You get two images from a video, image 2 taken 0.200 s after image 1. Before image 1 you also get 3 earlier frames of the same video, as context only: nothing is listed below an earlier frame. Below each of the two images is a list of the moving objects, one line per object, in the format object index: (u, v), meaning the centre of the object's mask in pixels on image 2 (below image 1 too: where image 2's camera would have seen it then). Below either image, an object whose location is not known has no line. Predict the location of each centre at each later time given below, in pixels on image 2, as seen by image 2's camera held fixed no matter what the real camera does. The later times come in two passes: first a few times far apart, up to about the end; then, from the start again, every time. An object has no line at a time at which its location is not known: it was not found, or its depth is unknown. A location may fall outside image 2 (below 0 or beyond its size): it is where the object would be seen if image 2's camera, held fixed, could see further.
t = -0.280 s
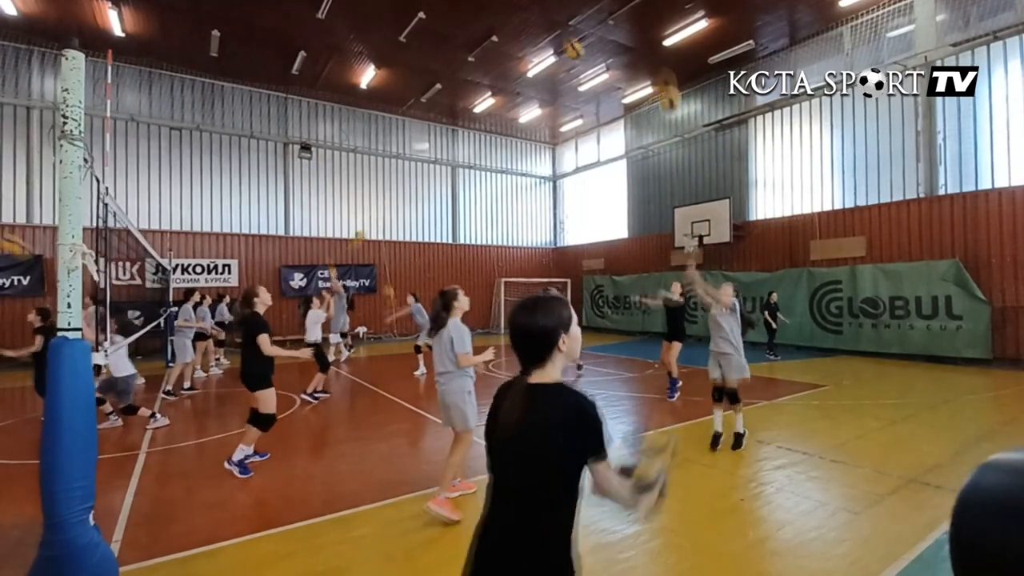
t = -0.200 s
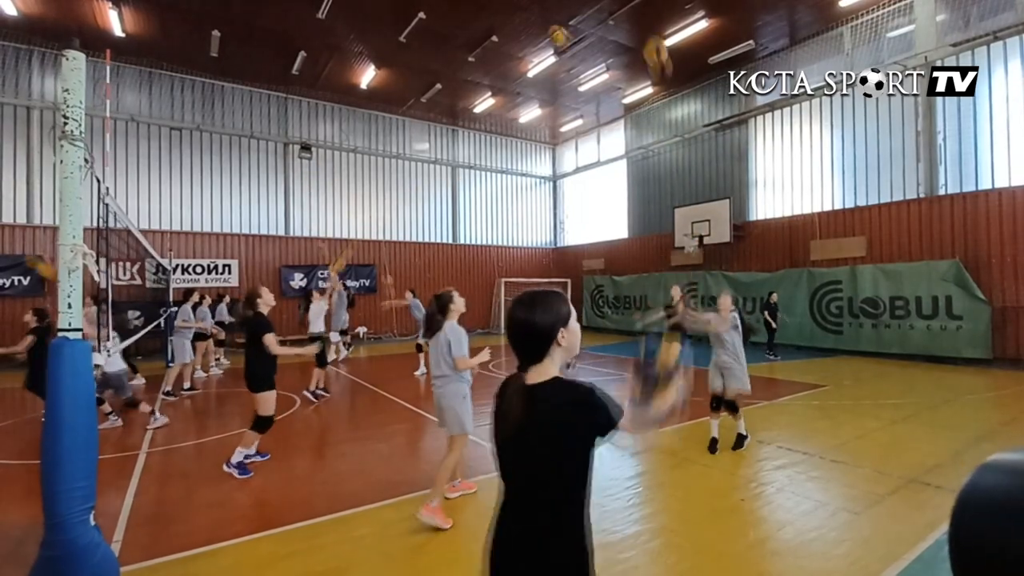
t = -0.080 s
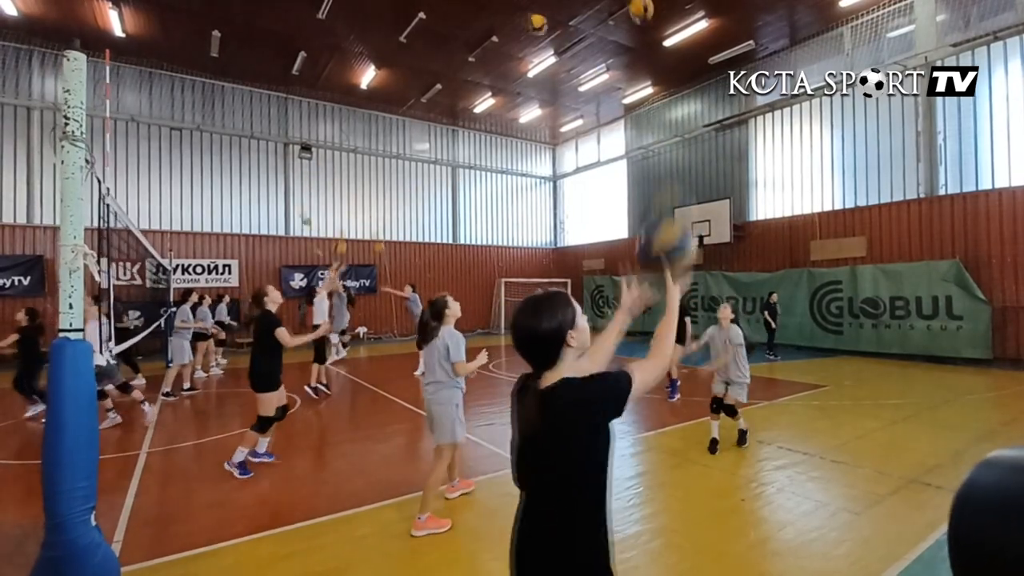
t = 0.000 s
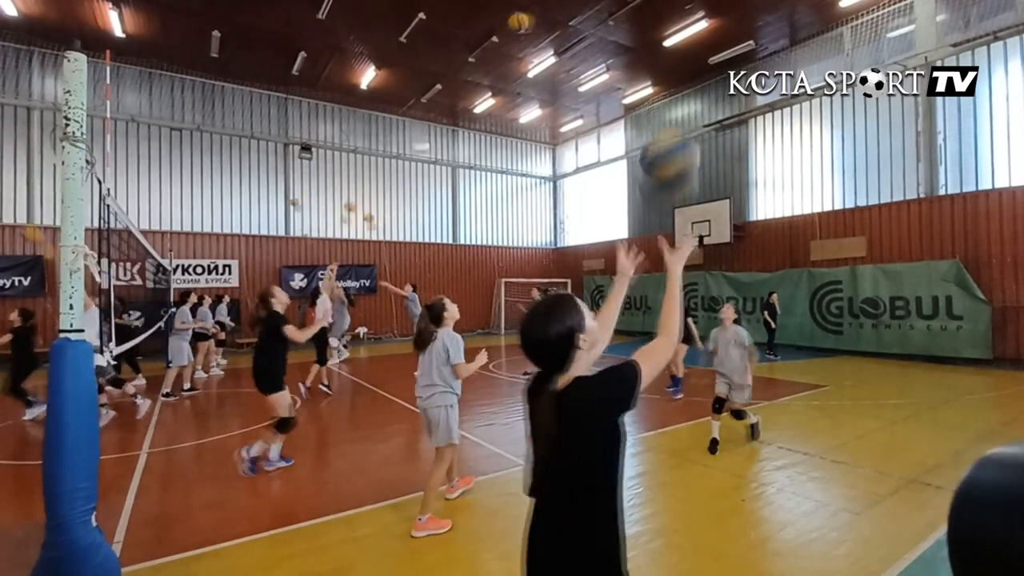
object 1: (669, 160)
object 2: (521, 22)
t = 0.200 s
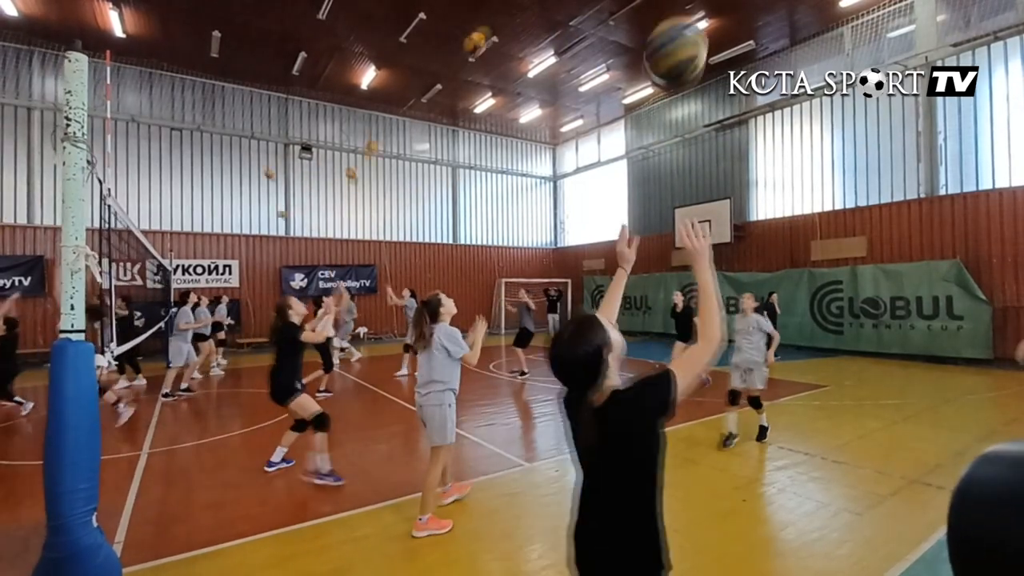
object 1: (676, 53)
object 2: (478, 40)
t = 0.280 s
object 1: (679, 37)
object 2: (461, 60)
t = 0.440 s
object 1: (686, 57)
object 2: (420, 122)
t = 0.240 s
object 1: (677, 42)
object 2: (468, 50)
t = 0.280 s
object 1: (679, 37)
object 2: (461, 60)
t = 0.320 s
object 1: (681, 35)
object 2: (450, 73)
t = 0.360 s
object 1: (683, 37)
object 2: (441, 86)
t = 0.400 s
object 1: (684, 43)
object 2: (432, 100)
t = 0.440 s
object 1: (686, 57)
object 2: (420, 122)
